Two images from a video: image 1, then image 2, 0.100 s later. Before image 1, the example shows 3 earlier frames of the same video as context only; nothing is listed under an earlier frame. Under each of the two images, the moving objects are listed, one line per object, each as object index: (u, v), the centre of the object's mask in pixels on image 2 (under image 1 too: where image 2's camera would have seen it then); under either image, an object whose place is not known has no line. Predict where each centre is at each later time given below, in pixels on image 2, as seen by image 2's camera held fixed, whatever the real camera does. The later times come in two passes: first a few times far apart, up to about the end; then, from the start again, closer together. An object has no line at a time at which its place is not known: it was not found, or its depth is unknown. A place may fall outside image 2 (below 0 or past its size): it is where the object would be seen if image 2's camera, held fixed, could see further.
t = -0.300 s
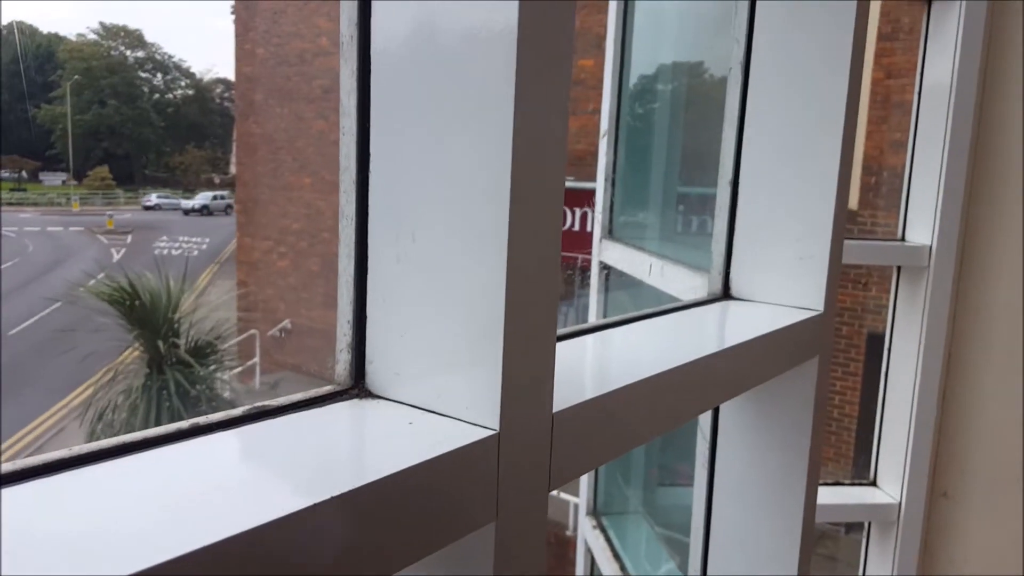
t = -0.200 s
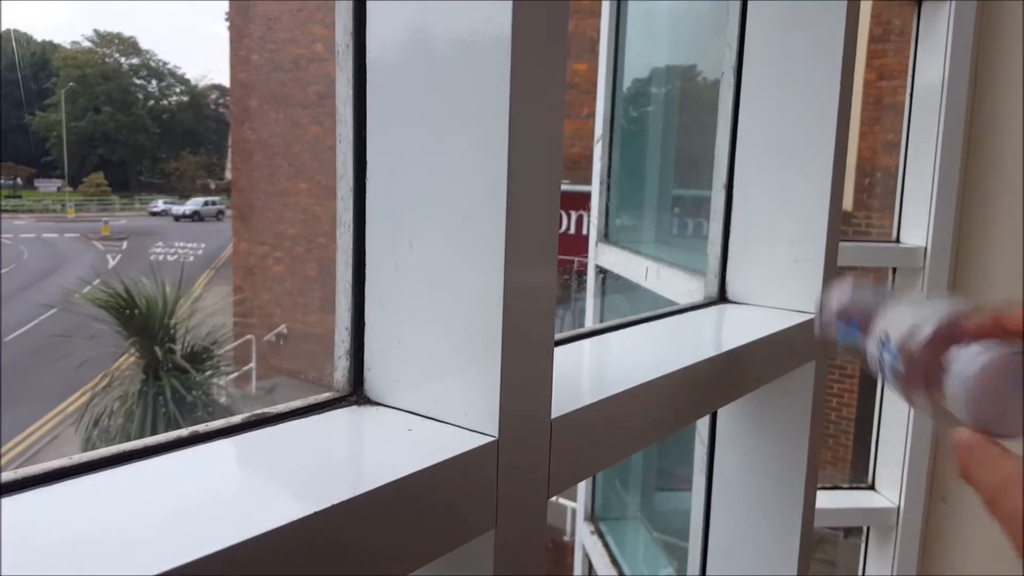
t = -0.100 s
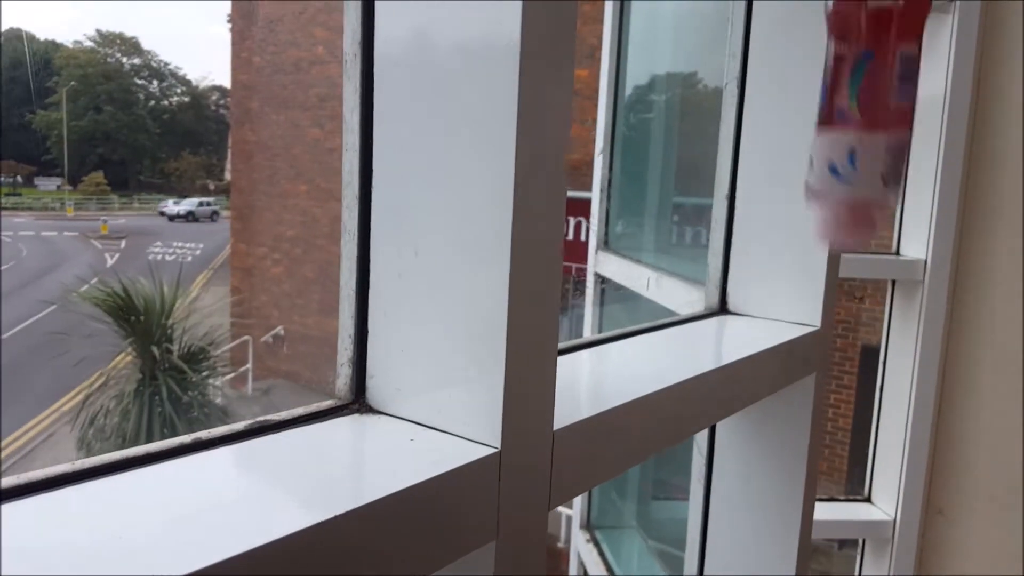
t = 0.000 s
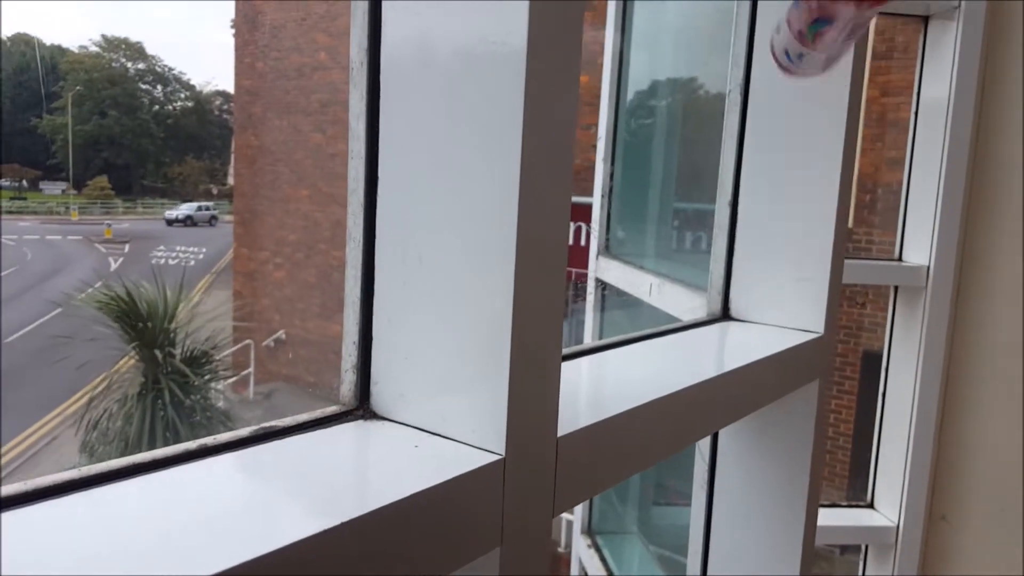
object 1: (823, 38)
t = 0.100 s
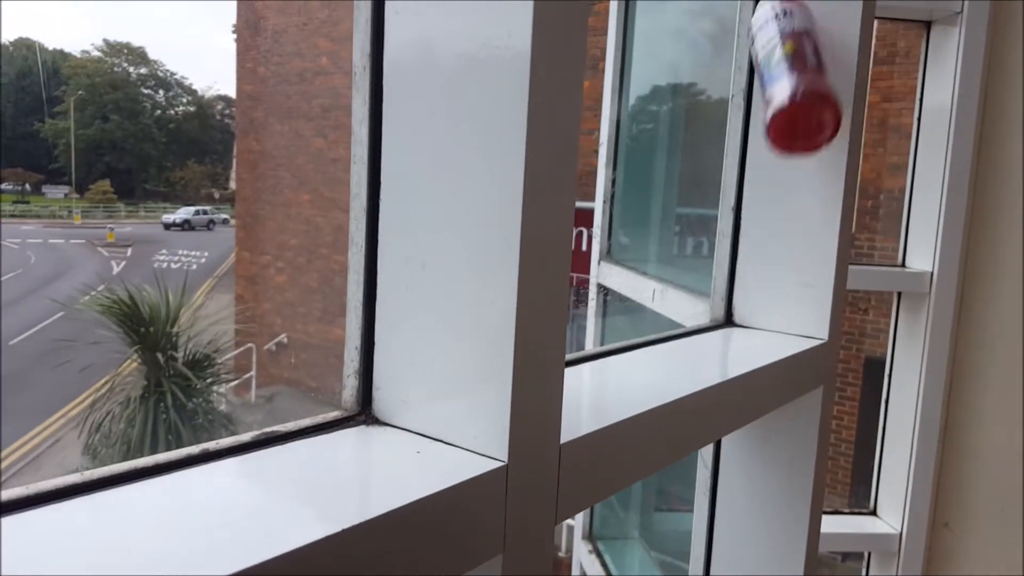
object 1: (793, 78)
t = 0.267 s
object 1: (759, 245)
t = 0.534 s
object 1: (807, 307)
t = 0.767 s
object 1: (878, 506)
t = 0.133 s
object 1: (776, 110)
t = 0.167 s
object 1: (764, 147)
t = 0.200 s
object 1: (761, 200)
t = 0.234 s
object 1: (757, 246)
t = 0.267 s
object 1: (759, 245)
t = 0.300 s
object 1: (760, 243)
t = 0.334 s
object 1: (763, 243)
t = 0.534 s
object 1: (807, 307)
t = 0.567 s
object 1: (808, 343)
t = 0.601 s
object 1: (815, 340)
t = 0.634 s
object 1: (823, 347)
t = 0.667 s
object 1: (834, 368)
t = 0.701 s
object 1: (846, 407)
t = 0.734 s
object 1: (858, 462)
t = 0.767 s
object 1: (878, 506)
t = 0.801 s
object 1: (921, 562)
